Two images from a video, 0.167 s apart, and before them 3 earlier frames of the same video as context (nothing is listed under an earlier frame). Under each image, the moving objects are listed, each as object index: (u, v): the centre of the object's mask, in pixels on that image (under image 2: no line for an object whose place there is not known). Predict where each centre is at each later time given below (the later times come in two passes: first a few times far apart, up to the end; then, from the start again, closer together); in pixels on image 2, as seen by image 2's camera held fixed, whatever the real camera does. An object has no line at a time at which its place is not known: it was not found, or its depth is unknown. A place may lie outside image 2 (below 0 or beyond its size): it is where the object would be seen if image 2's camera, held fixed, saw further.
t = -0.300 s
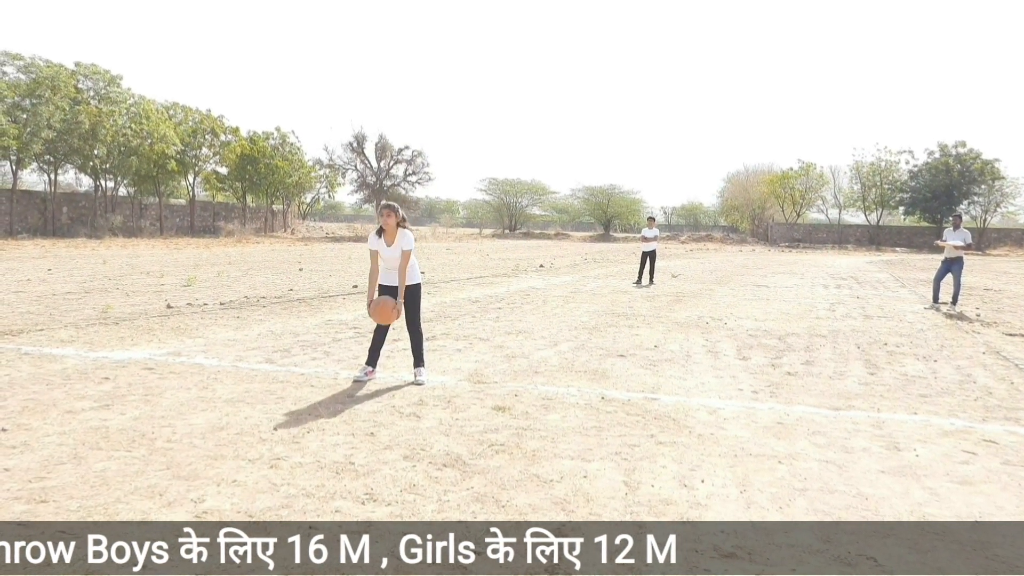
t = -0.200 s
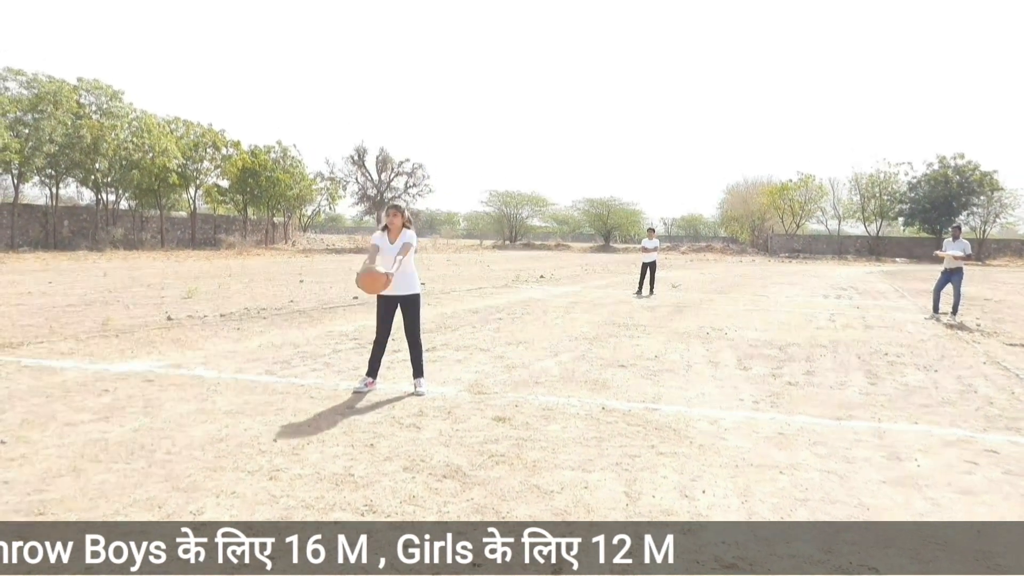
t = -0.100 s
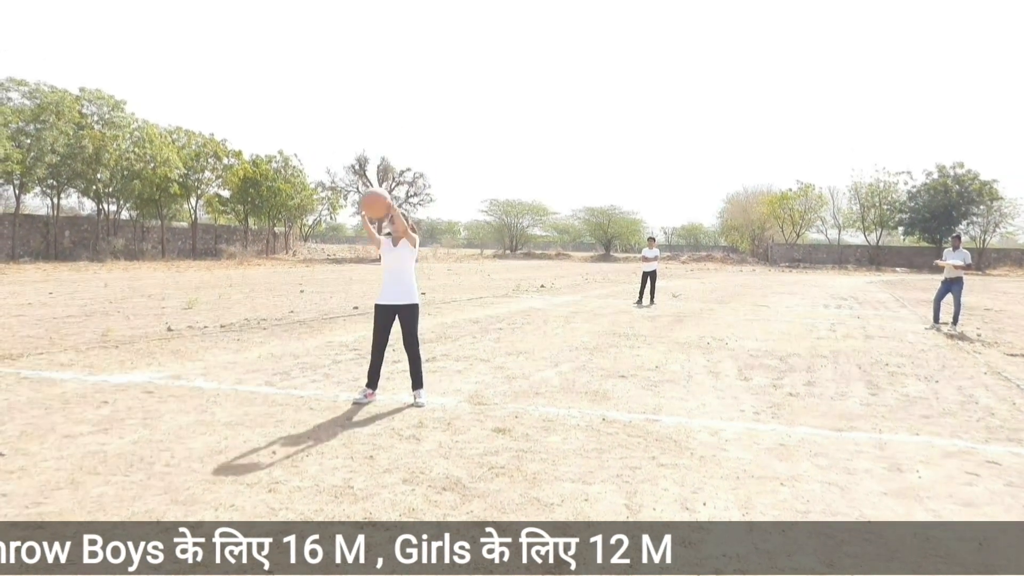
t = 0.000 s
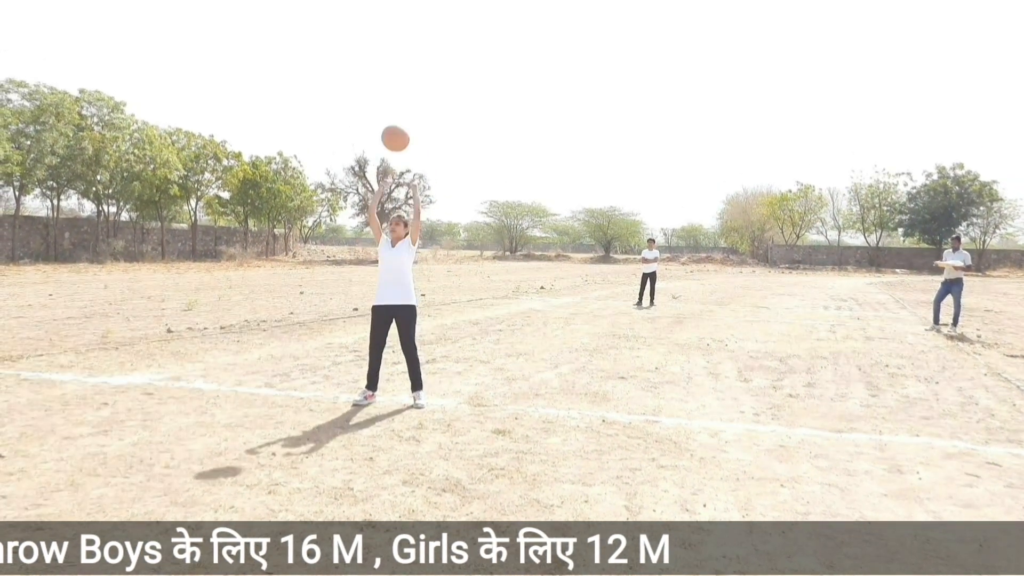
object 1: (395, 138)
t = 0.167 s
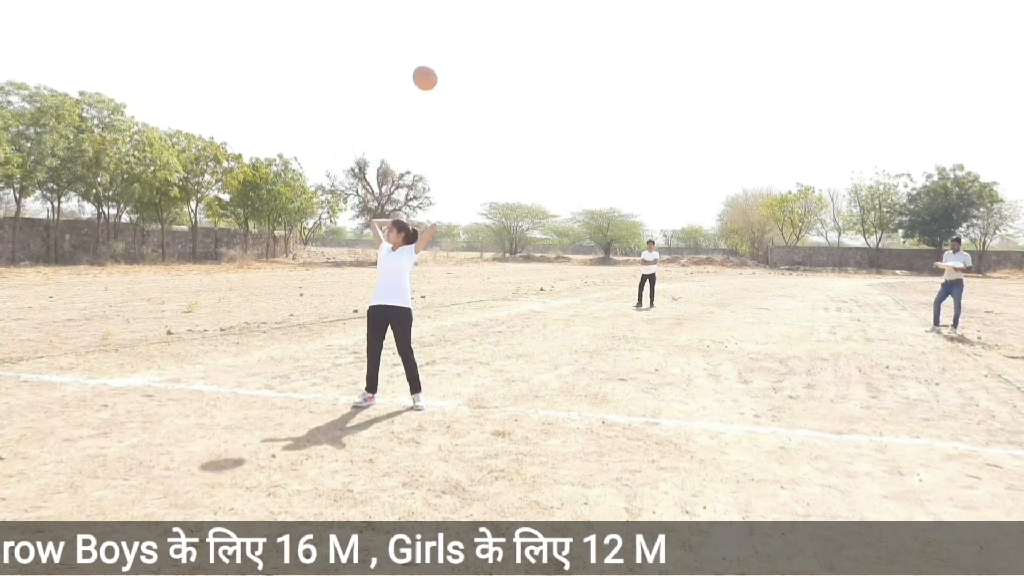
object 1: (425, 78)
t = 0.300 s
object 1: (444, 58)
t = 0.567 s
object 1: (473, 72)
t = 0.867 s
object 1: (495, 147)
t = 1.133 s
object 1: (508, 246)
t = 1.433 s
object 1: (517, 295)
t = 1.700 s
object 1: (522, 235)
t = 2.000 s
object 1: (527, 219)
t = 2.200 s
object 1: (530, 236)
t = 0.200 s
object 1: (430, 71)
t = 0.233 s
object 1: (435, 65)
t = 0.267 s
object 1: (440, 61)
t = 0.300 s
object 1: (444, 58)
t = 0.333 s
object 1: (448, 56)
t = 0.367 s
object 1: (452, 56)
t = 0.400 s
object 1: (456, 56)
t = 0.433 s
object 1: (460, 57)
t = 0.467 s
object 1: (463, 59)
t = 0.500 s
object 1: (466, 63)
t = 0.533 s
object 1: (470, 67)
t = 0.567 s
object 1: (473, 72)
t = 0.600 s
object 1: (476, 77)
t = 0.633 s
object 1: (478, 84)
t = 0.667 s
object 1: (481, 91)
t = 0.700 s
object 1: (484, 98)
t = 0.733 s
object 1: (486, 107)
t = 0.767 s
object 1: (488, 116)
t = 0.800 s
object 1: (491, 126)
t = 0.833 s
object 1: (492, 136)
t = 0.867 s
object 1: (495, 147)
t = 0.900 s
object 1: (496, 158)
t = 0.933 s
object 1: (498, 169)
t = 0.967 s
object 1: (500, 181)
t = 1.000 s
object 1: (502, 194)
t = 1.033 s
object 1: (504, 207)
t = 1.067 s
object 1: (505, 219)
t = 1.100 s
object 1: (507, 233)
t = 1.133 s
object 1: (508, 246)
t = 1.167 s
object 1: (509, 259)
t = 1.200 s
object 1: (511, 274)
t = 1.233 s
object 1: (511, 288)
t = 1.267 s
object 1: (513, 302)
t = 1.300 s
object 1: (514, 317)
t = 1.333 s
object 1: (515, 329)
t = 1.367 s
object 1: (516, 317)
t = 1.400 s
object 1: (516, 305)
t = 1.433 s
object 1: (517, 295)
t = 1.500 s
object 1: (519, 275)
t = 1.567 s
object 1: (519, 257)
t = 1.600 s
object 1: (520, 251)
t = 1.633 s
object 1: (521, 245)
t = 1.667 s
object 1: (522, 240)
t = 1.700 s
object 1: (522, 235)
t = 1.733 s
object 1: (522, 230)
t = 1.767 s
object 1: (523, 227)
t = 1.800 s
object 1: (524, 224)
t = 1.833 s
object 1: (524, 222)
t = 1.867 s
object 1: (525, 220)
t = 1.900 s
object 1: (525, 219)
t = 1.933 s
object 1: (526, 218)
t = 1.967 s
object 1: (526, 219)
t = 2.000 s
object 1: (527, 219)
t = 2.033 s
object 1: (527, 220)
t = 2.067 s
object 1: (528, 222)
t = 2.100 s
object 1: (528, 225)
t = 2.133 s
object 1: (528, 228)
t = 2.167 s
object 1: (529, 232)
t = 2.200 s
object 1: (530, 236)
